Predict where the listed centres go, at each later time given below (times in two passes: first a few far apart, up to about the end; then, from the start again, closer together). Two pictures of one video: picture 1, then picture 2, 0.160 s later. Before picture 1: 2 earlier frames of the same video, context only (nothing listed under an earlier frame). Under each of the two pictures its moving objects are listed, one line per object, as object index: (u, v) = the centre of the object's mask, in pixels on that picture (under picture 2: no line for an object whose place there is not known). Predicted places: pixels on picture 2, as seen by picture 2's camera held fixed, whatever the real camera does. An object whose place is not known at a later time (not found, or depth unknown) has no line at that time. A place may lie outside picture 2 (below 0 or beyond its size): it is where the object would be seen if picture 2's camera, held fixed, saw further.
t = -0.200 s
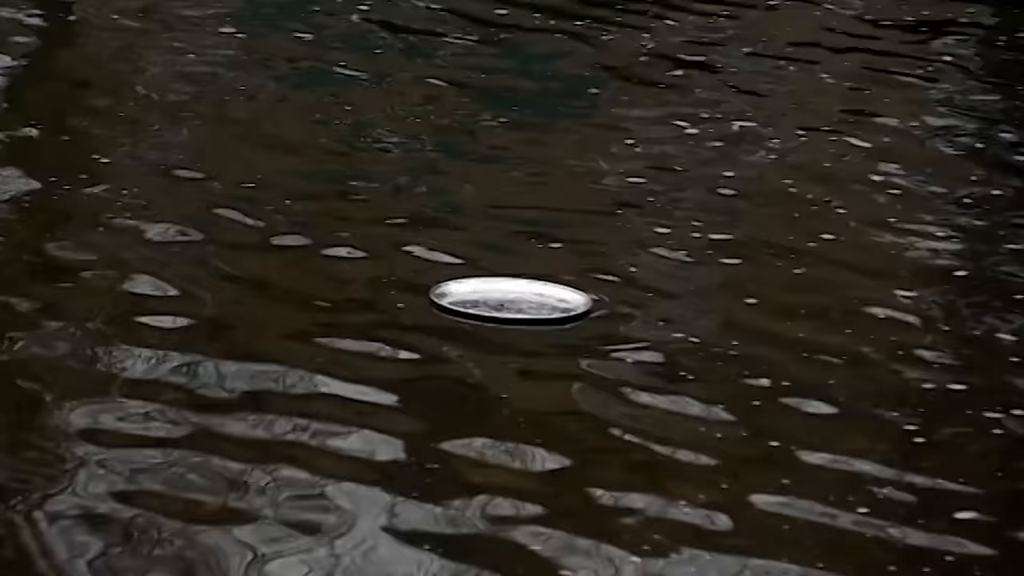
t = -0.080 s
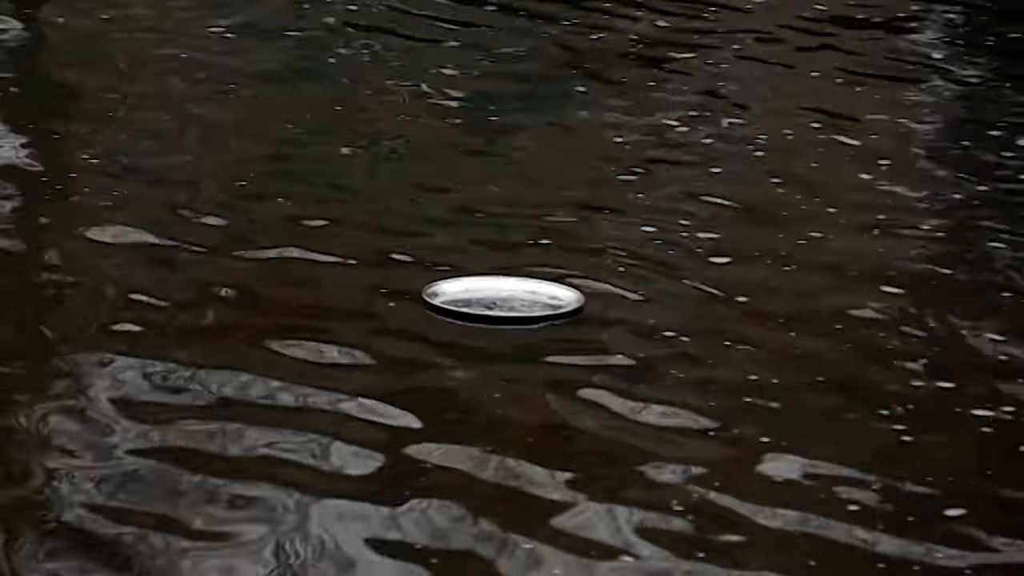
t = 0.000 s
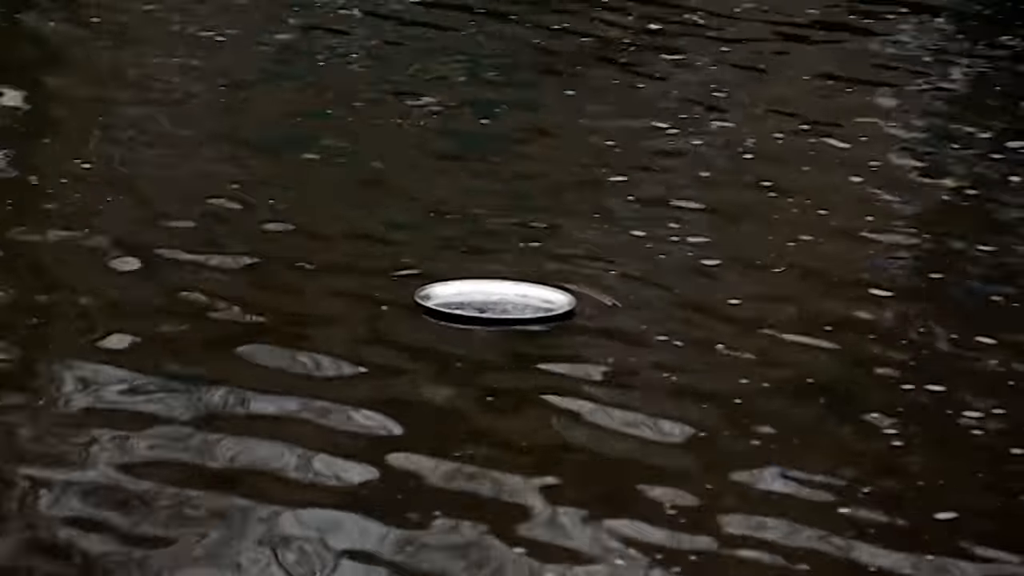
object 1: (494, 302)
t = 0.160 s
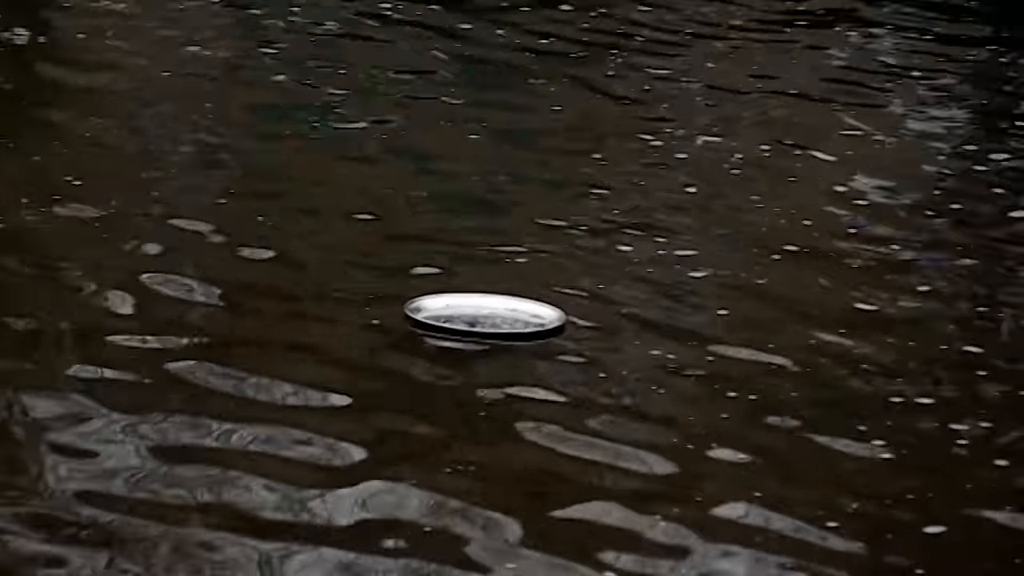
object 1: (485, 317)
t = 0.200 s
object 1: (488, 315)
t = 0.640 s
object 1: (487, 323)
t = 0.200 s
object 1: (488, 315)
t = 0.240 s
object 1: (491, 314)
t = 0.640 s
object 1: (487, 323)
